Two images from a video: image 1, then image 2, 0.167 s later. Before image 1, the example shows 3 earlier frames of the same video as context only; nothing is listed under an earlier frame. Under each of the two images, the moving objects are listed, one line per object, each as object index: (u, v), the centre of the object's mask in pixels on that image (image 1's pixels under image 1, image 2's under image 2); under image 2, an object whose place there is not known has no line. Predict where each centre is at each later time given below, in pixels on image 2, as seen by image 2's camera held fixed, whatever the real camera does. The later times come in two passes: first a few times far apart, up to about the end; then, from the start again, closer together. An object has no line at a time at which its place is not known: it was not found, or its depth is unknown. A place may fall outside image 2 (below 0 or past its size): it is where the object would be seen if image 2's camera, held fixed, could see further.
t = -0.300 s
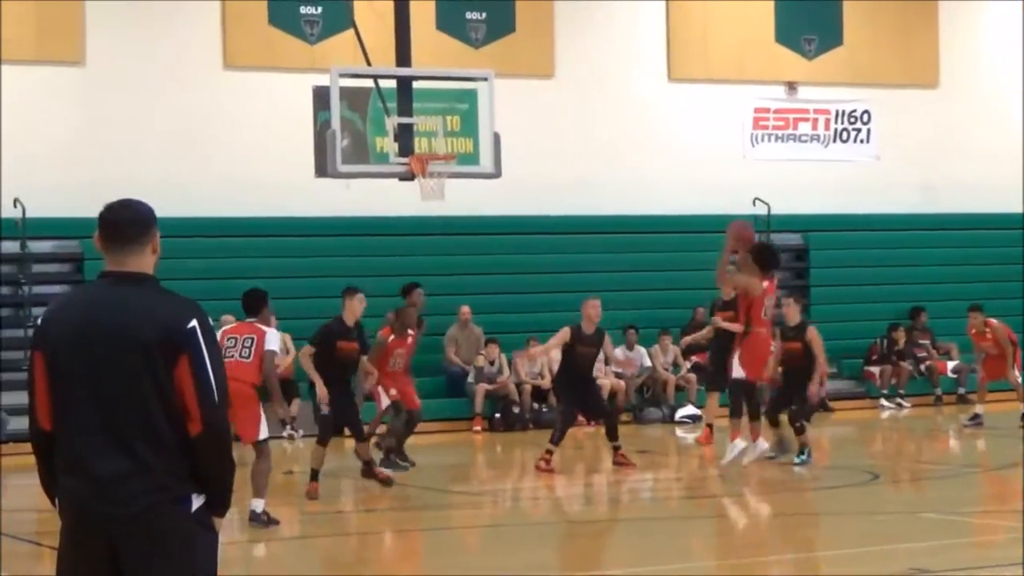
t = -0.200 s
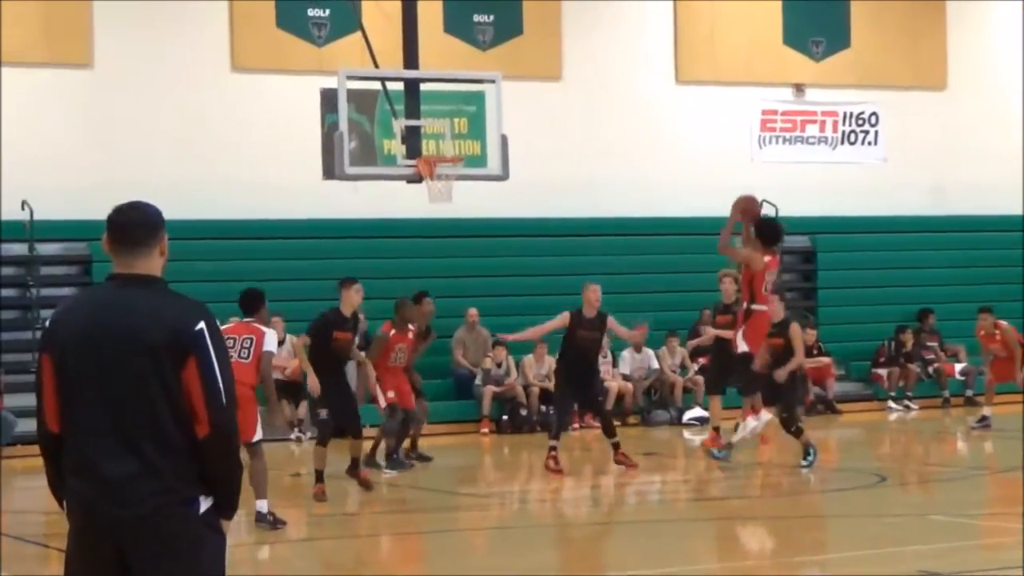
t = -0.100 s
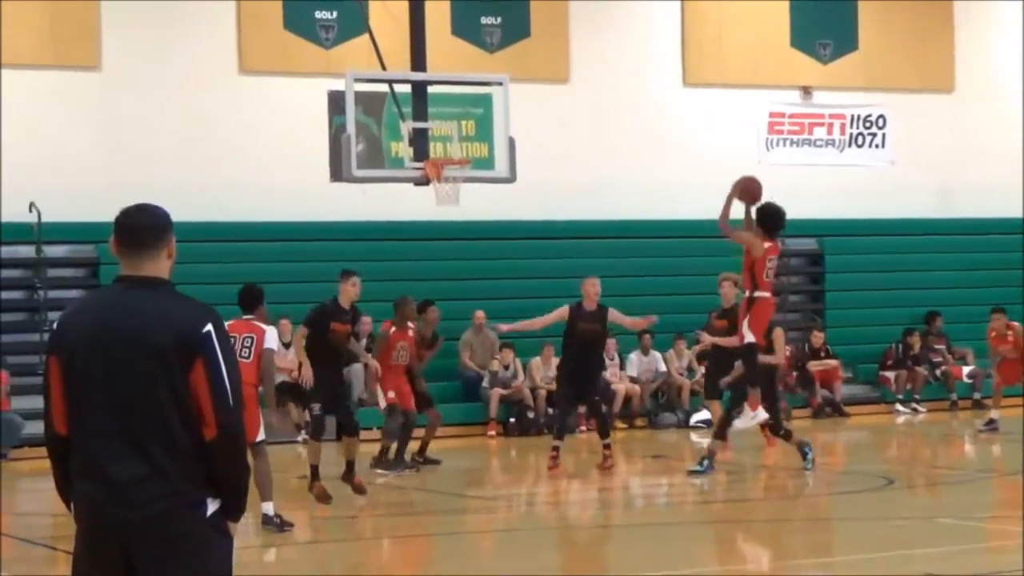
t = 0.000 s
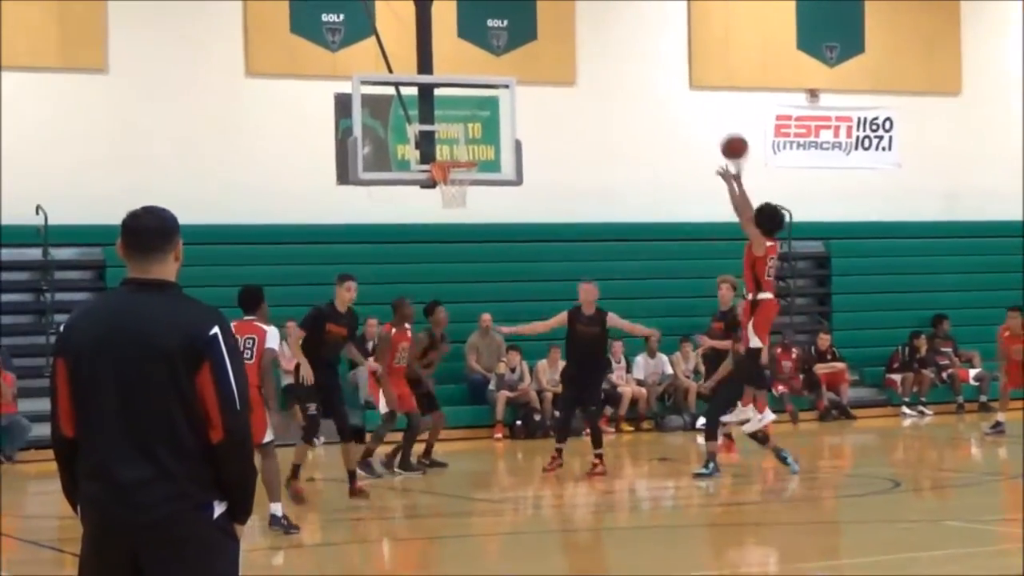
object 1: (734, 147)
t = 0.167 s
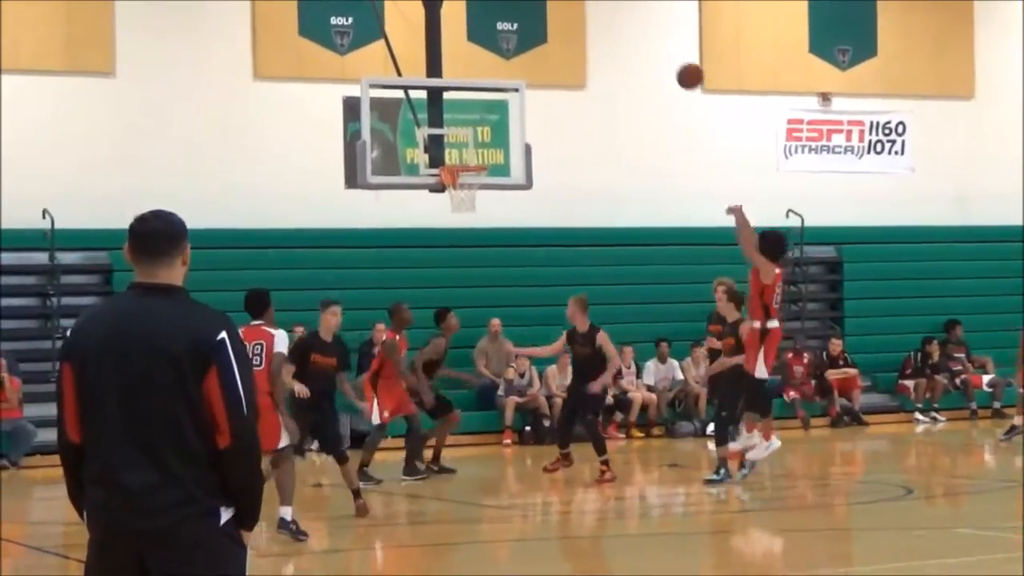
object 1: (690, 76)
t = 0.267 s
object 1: (659, 48)
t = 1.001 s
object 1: (472, 161)
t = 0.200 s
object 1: (678, 65)
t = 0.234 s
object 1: (669, 56)
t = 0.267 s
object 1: (659, 48)
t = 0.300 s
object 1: (649, 41)
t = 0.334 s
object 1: (640, 35)
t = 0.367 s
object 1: (630, 32)
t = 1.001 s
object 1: (472, 161)
